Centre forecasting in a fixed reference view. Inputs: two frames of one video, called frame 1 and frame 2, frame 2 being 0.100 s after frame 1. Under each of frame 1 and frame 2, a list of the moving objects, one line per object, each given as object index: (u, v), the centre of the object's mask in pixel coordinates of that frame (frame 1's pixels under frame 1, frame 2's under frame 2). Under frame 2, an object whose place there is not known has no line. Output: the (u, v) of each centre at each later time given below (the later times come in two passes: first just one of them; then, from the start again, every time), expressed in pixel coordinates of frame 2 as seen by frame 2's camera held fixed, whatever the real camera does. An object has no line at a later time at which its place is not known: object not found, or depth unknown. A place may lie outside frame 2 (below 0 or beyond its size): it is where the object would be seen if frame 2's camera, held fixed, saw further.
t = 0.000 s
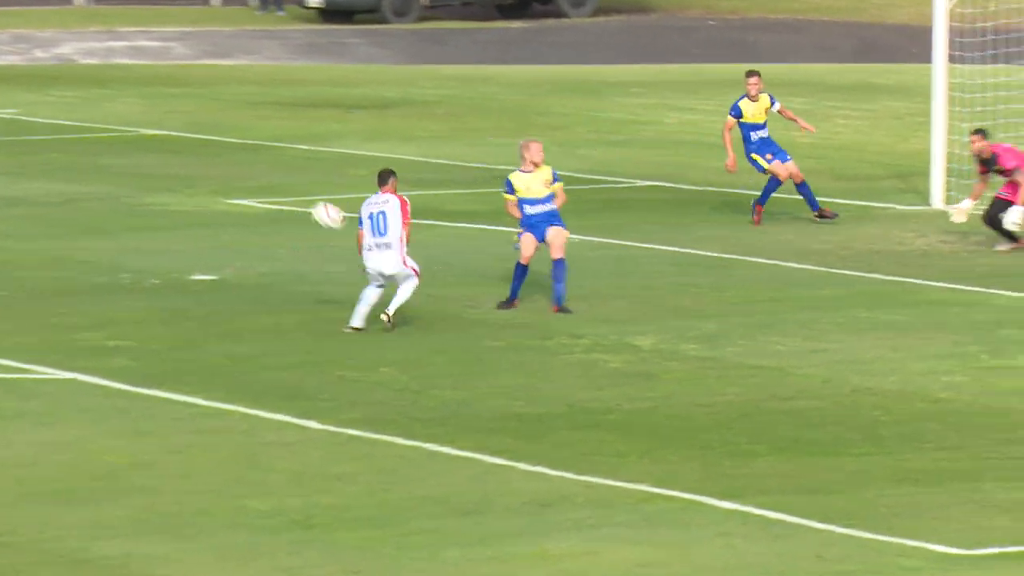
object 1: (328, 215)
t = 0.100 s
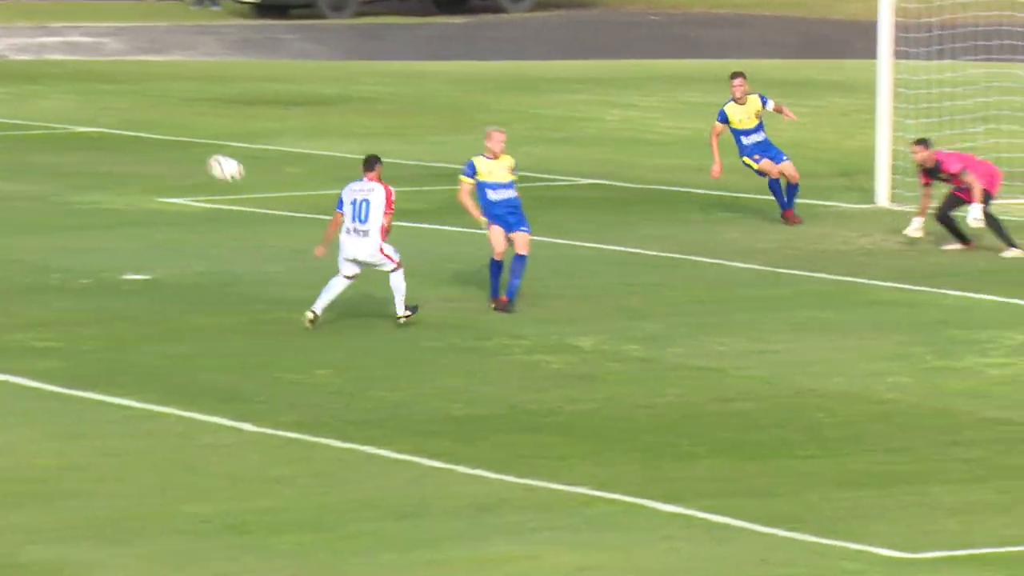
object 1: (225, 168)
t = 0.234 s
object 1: (181, 125)
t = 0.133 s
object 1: (214, 156)
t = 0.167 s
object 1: (204, 145)
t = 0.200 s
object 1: (192, 134)
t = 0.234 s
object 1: (181, 125)
